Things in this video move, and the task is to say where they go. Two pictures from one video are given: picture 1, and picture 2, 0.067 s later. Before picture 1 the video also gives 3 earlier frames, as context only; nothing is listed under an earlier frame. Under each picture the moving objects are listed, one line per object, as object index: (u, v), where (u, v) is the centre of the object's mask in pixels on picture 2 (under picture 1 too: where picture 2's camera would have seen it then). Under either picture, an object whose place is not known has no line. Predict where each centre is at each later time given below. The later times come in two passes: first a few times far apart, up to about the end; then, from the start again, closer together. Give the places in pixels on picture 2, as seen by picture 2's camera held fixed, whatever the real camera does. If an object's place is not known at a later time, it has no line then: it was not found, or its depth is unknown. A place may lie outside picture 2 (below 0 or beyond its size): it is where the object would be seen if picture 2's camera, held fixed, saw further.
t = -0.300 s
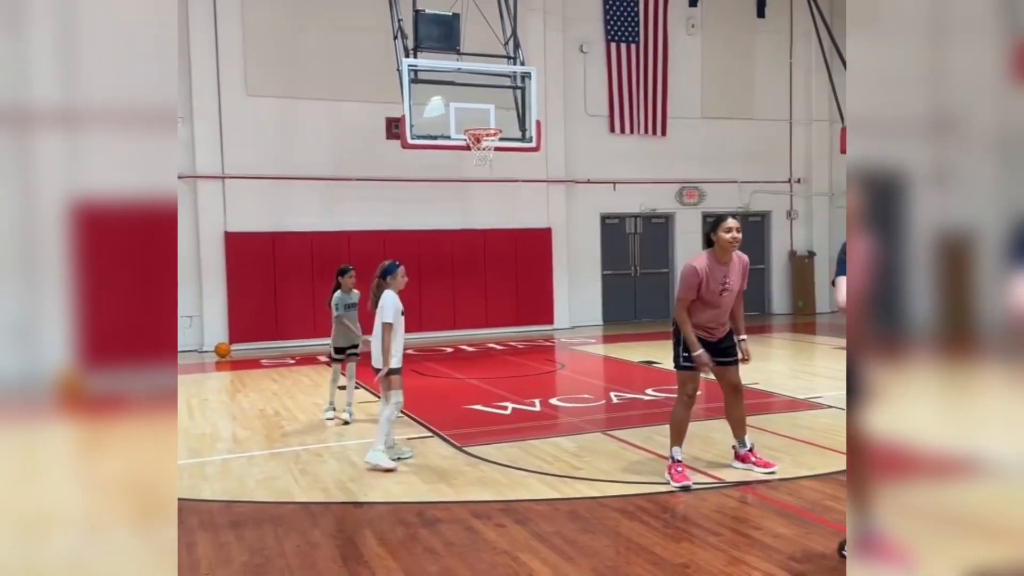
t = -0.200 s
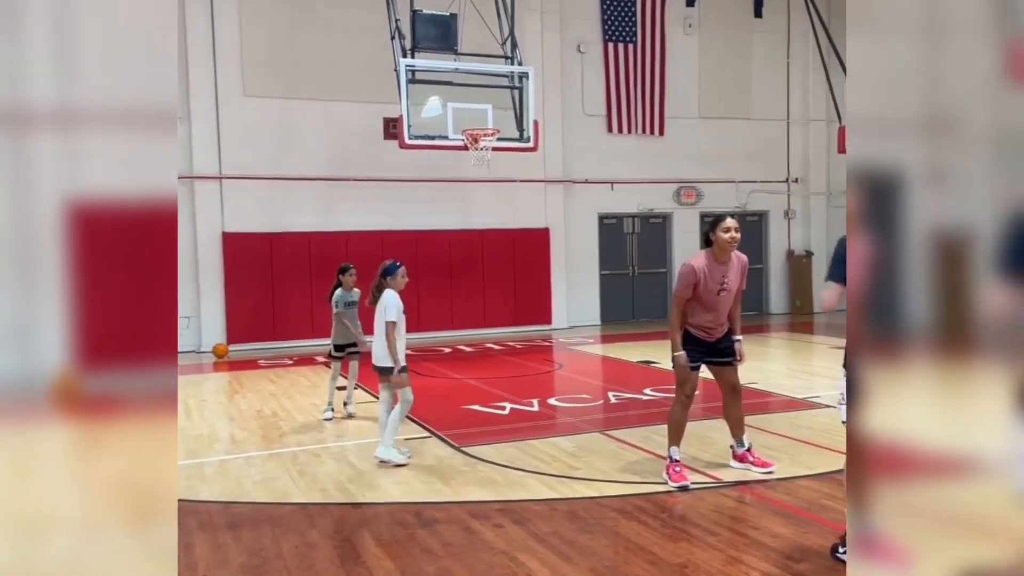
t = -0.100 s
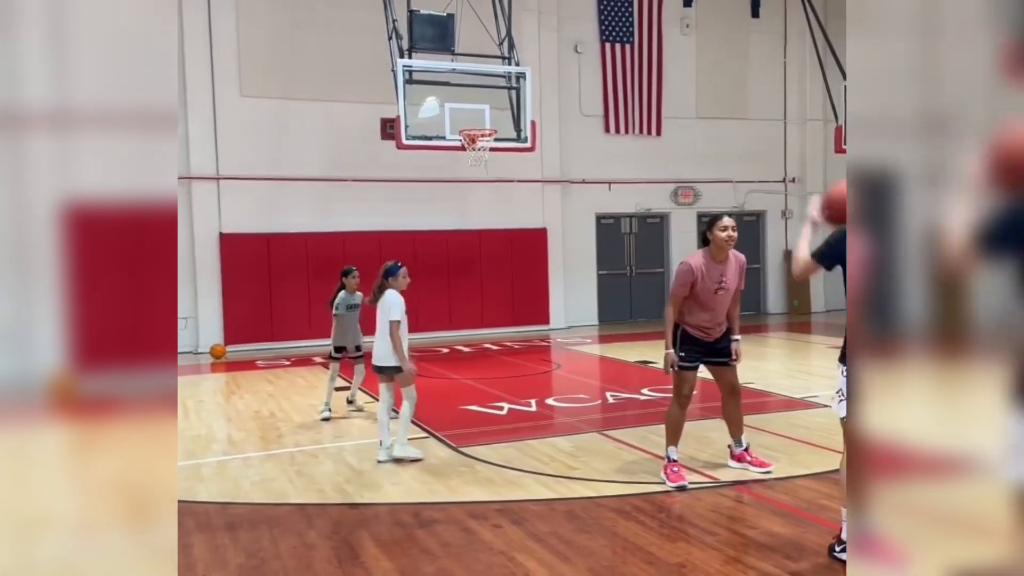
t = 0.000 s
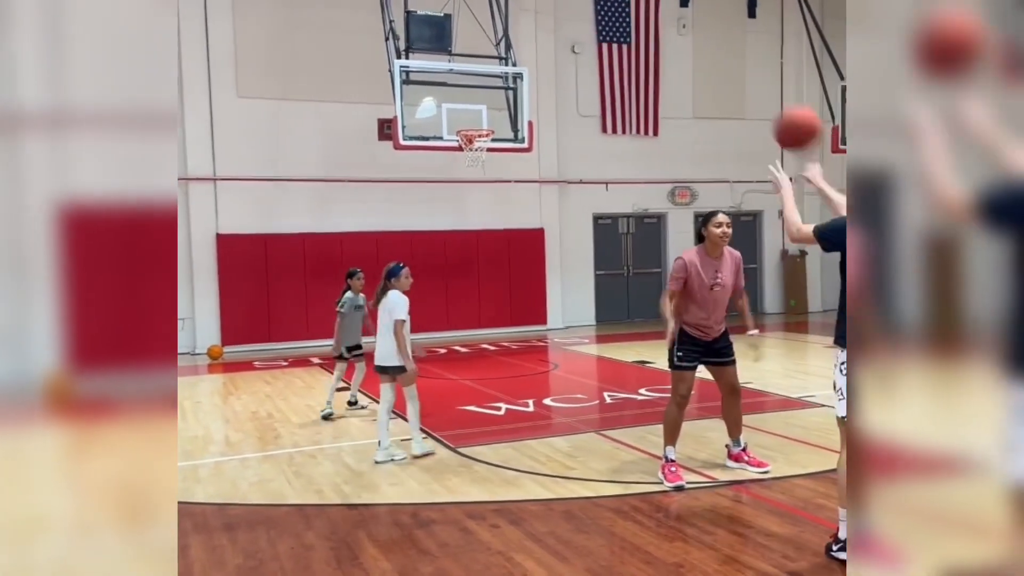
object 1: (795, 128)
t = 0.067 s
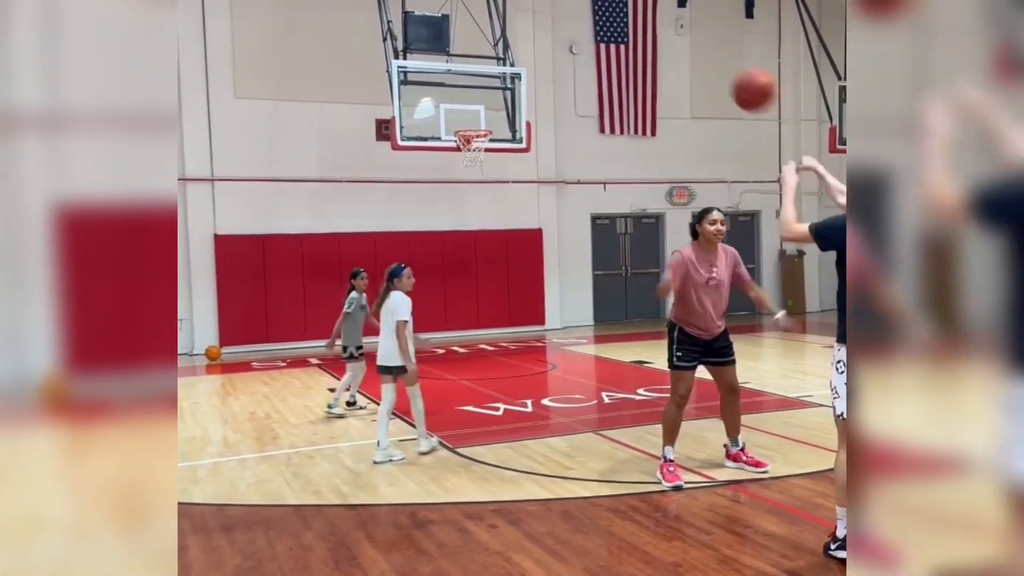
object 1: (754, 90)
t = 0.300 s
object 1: (649, 34)
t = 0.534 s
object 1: (579, 60)
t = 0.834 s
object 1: (521, 162)
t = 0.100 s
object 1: (735, 75)
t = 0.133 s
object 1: (718, 63)
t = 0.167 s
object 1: (702, 53)
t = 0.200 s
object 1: (688, 45)
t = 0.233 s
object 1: (674, 40)
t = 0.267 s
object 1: (662, 36)
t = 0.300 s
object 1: (649, 34)
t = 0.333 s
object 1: (637, 34)
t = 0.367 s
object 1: (625, 35)
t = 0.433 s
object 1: (606, 42)
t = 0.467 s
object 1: (596, 47)
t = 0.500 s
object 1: (587, 54)
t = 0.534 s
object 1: (579, 60)
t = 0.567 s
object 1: (571, 69)
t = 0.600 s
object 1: (564, 78)
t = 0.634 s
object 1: (557, 87)
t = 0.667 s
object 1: (550, 98)
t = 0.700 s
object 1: (544, 110)
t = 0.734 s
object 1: (538, 122)
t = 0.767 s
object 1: (532, 134)
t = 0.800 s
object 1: (527, 148)
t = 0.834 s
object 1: (521, 162)
